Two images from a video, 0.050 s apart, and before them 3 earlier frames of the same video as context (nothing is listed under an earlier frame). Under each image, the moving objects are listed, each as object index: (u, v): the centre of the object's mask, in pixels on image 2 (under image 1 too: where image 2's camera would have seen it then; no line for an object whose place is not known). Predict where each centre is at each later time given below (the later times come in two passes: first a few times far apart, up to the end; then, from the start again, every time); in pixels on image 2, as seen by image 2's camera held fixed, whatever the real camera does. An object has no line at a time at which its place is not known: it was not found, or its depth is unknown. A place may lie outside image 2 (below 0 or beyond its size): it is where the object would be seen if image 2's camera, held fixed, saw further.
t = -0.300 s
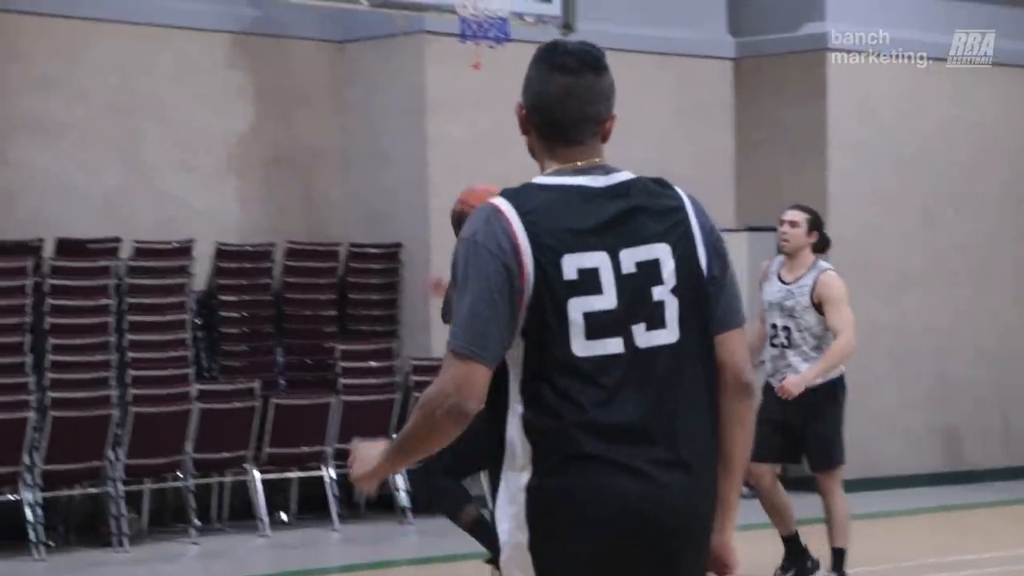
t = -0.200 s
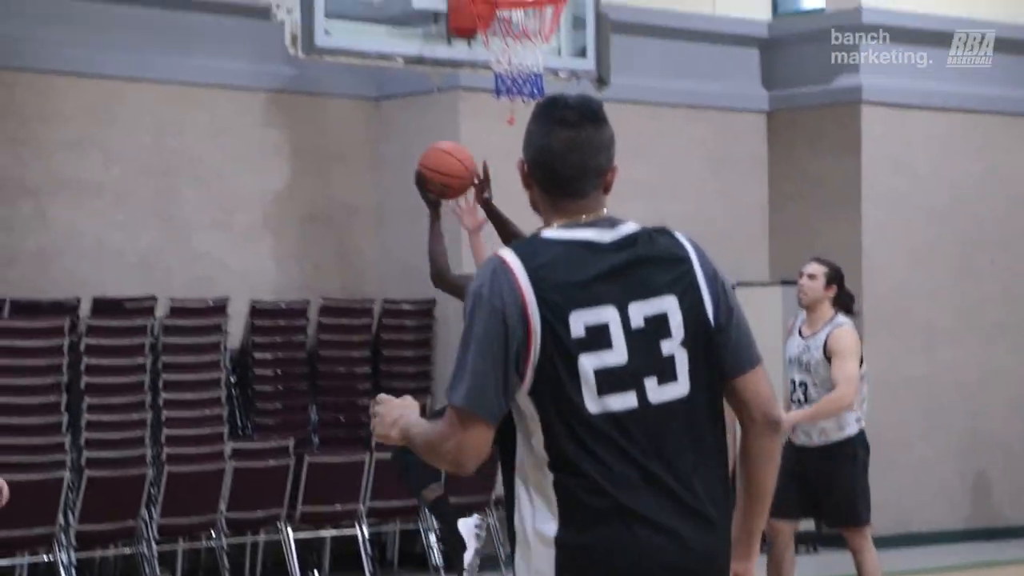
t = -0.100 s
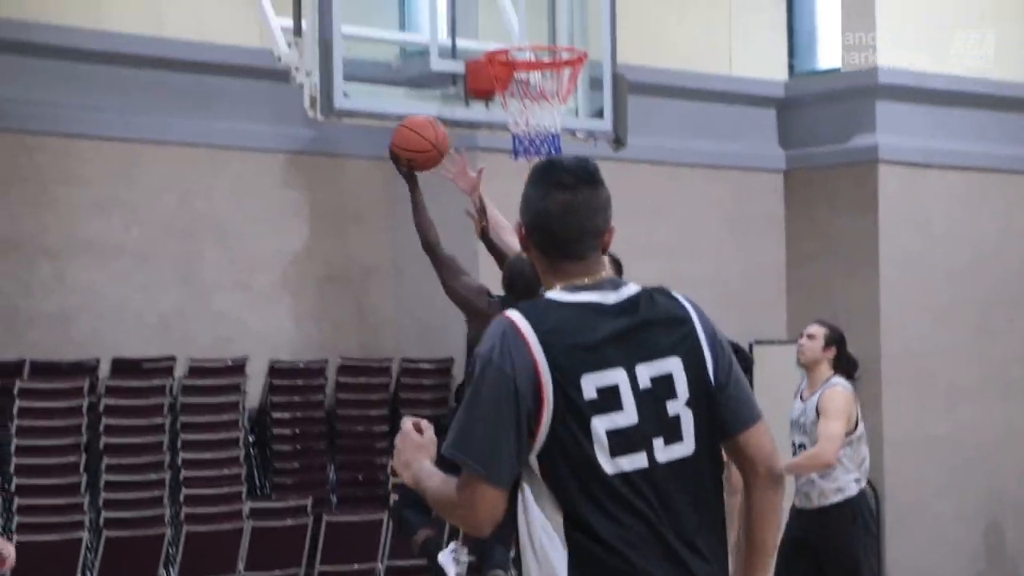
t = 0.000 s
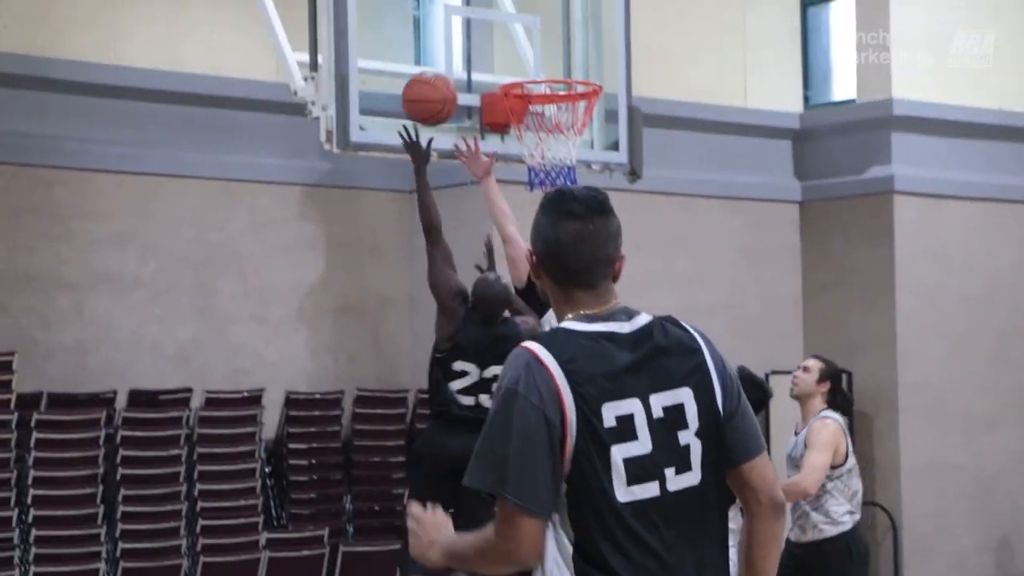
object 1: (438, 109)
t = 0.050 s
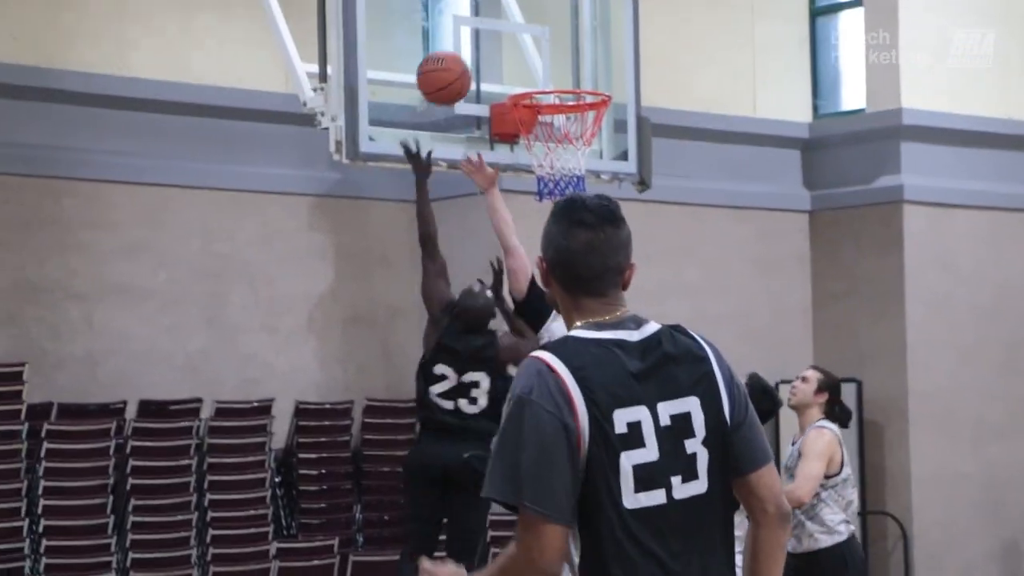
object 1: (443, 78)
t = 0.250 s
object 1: (464, 13)
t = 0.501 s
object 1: (498, 45)
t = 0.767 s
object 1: (588, 160)
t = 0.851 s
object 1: (596, 184)
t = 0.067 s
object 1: (445, 69)
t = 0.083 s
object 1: (447, 60)
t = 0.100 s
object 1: (449, 52)
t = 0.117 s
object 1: (450, 45)
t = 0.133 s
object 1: (452, 39)
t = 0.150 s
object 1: (454, 34)
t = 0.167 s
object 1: (456, 29)
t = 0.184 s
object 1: (457, 24)
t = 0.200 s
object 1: (459, 20)
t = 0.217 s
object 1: (461, 17)
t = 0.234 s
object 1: (462, 15)
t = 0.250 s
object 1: (464, 13)
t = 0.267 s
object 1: (465, 12)
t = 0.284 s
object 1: (467, 11)
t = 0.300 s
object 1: (469, 11)
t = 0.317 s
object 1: (470, 11)
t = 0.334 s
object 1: (472, 13)
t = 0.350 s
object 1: (474, 14)
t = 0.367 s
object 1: (475, 17)
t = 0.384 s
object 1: (477, 20)
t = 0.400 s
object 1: (478, 23)
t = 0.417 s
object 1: (480, 27)
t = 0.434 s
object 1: (481, 32)
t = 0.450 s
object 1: (483, 37)
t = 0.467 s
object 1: (487, 40)
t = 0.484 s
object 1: (493, 42)
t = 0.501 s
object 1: (498, 45)
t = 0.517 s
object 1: (504, 48)
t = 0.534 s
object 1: (510, 53)
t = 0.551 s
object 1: (516, 57)
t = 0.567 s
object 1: (522, 62)
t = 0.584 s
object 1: (528, 67)
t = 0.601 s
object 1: (533, 71)
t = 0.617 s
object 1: (539, 74)
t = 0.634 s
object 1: (547, 86)
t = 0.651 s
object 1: (553, 96)
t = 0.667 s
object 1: (557, 106)
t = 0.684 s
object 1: (563, 116)
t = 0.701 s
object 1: (569, 125)
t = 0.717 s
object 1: (575, 133)
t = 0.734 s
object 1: (581, 144)
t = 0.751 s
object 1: (584, 154)
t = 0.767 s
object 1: (588, 160)
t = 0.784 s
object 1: (591, 163)
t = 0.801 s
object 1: (591, 172)
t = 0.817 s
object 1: (593, 174)
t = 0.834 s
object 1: (595, 177)
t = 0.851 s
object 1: (596, 184)
